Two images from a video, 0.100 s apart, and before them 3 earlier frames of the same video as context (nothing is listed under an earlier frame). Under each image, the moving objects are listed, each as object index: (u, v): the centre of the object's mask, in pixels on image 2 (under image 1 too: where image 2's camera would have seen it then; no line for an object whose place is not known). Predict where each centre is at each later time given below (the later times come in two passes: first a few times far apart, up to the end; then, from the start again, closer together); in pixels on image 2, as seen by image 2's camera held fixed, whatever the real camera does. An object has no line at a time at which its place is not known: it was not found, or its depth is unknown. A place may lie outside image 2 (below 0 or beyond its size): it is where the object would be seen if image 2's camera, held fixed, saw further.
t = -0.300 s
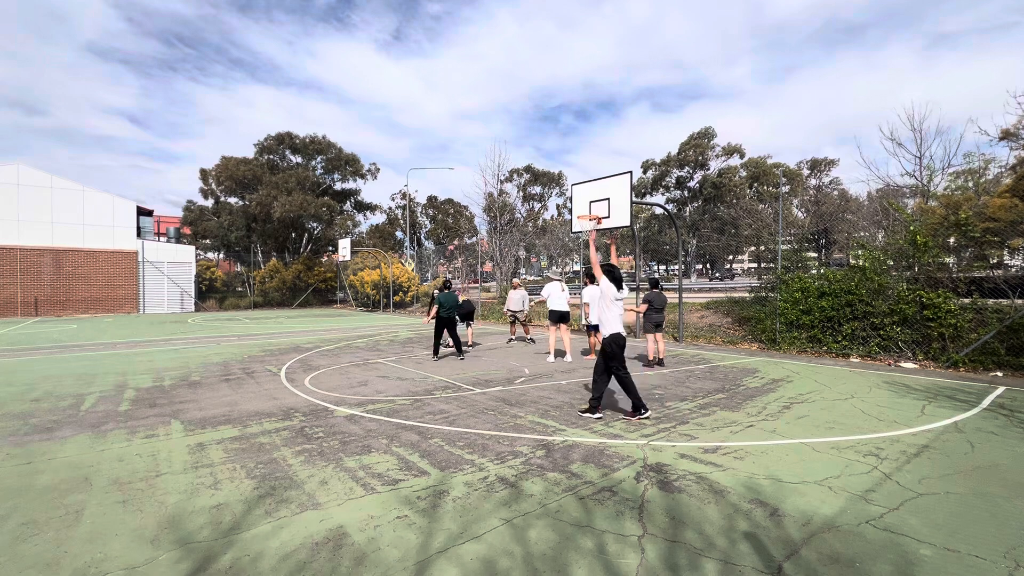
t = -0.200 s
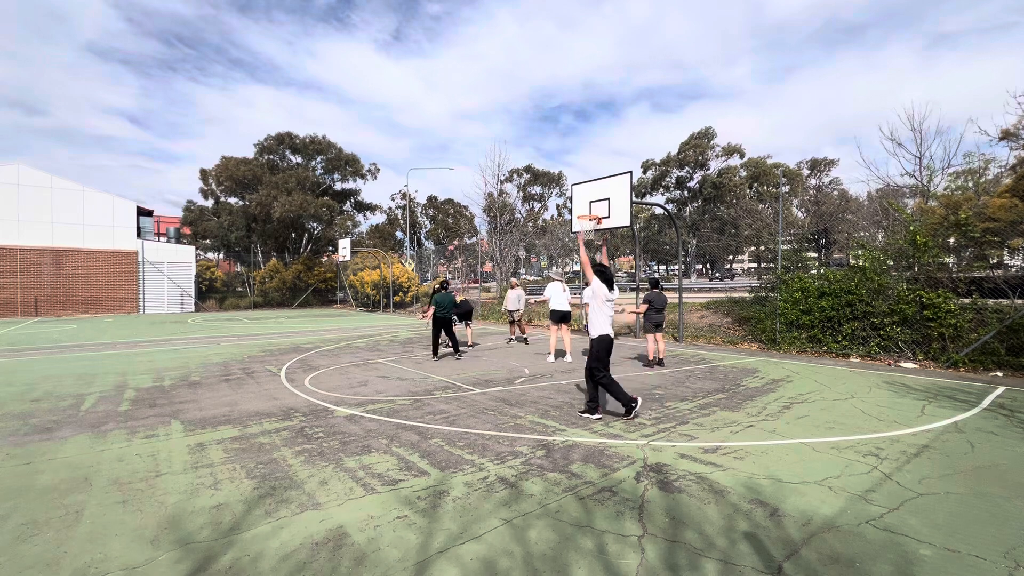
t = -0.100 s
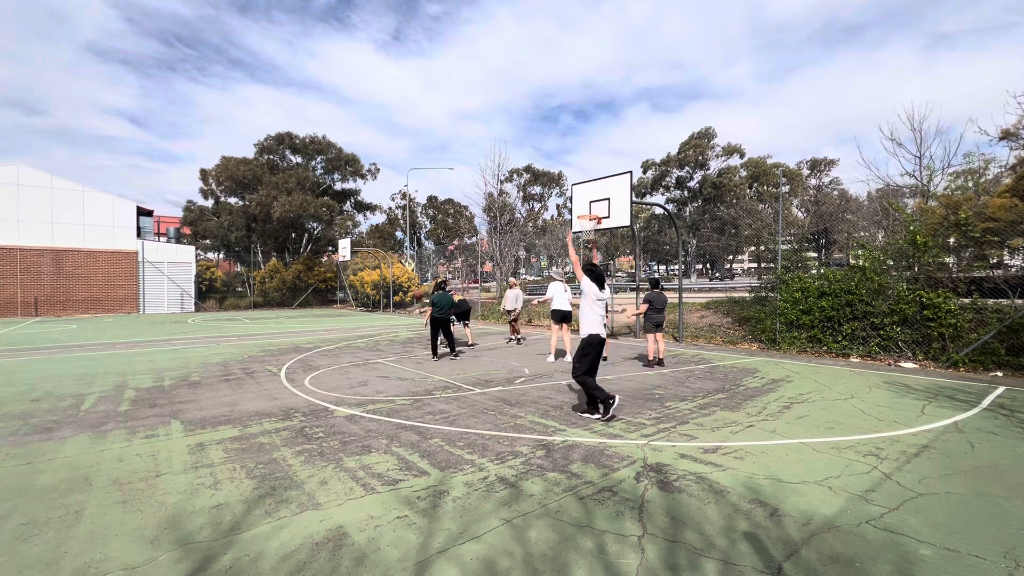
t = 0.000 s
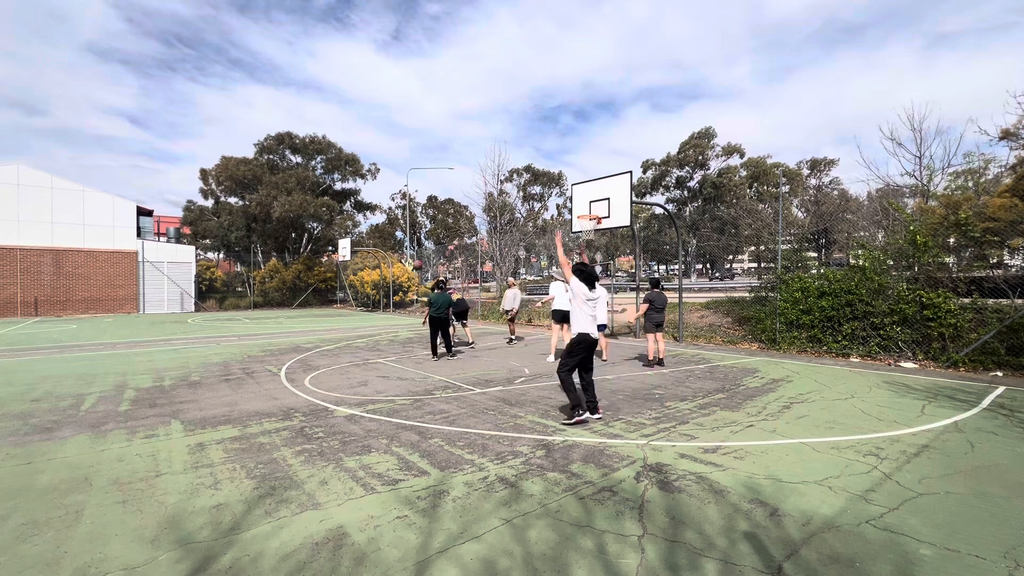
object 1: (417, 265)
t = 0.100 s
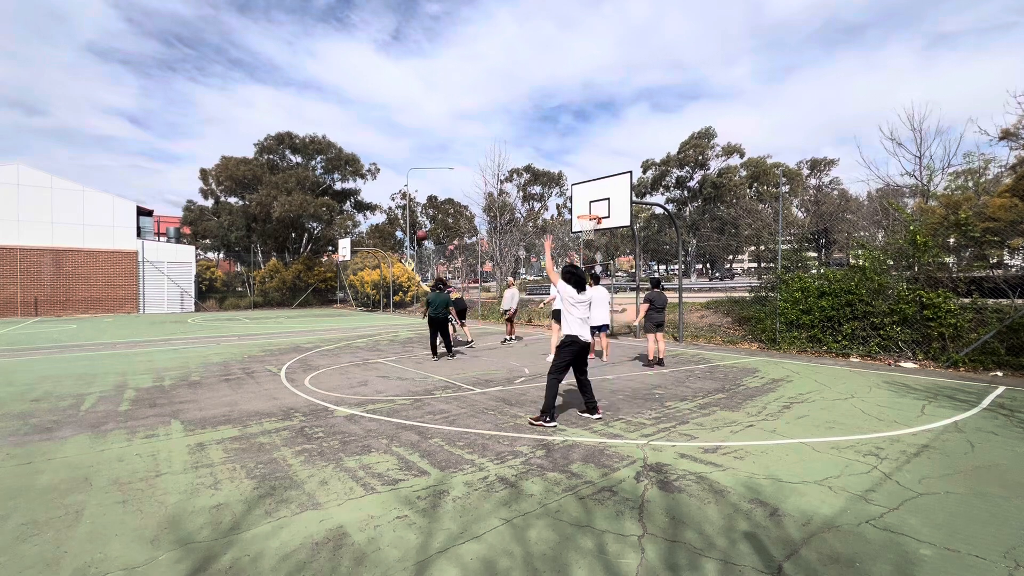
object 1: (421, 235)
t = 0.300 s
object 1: (430, 184)
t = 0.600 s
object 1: (444, 132)
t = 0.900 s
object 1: (461, 118)
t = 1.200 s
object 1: (480, 156)
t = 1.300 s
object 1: (488, 184)
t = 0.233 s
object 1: (428, 200)
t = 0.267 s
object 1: (429, 192)
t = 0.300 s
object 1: (430, 184)
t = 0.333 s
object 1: (432, 177)
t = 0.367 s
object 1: (433, 170)
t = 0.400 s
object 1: (435, 163)
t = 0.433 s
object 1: (436, 157)
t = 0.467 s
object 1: (438, 151)
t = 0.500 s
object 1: (440, 146)
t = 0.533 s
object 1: (441, 141)
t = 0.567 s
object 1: (443, 136)
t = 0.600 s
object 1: (444, 132)
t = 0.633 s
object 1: (446, 128)
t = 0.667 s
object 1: (448, 125)
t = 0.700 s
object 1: (449, 123)
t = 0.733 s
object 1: (451, 120)
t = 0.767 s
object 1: (453, 119)
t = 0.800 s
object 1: (455, 117)
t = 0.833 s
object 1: (457, 117)
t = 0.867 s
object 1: (459, 117)
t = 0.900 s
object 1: (461, 118)
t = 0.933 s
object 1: (462, 119)
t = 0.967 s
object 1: (464, 121)
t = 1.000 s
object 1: (466, 124)
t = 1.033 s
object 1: (469, 128)
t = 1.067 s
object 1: (471, 132)
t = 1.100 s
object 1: (473, 137)
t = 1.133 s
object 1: (475, 142)
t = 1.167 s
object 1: (478, 149)
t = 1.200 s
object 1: (480, 156)
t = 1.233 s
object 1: (482, 164)
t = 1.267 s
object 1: (485, 174)
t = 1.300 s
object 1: (488, 184)
